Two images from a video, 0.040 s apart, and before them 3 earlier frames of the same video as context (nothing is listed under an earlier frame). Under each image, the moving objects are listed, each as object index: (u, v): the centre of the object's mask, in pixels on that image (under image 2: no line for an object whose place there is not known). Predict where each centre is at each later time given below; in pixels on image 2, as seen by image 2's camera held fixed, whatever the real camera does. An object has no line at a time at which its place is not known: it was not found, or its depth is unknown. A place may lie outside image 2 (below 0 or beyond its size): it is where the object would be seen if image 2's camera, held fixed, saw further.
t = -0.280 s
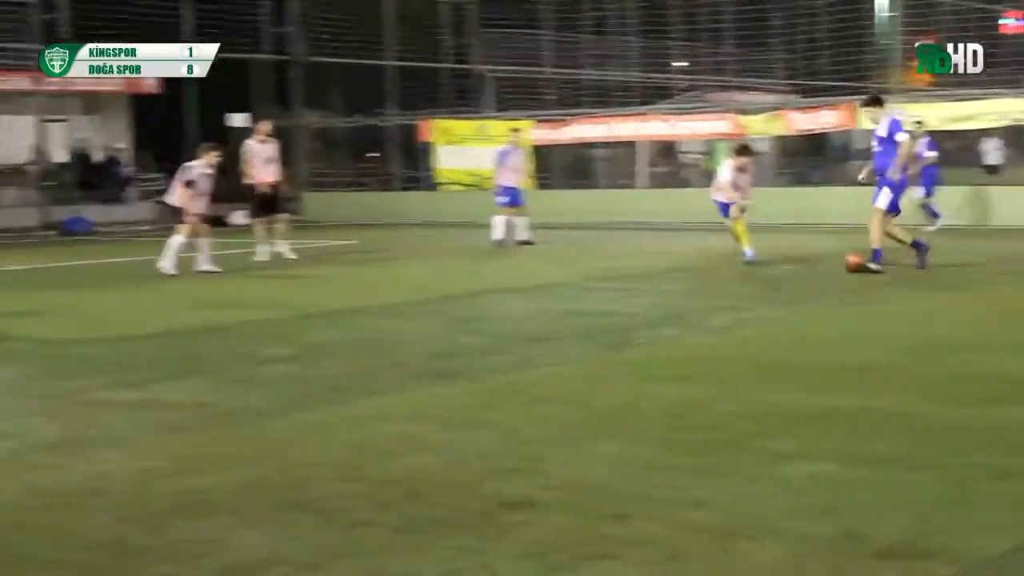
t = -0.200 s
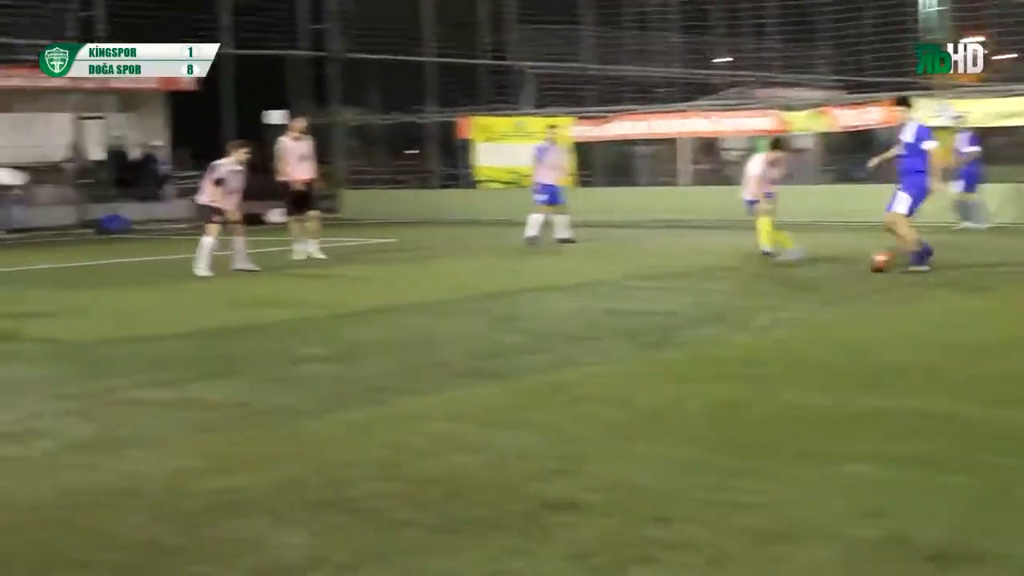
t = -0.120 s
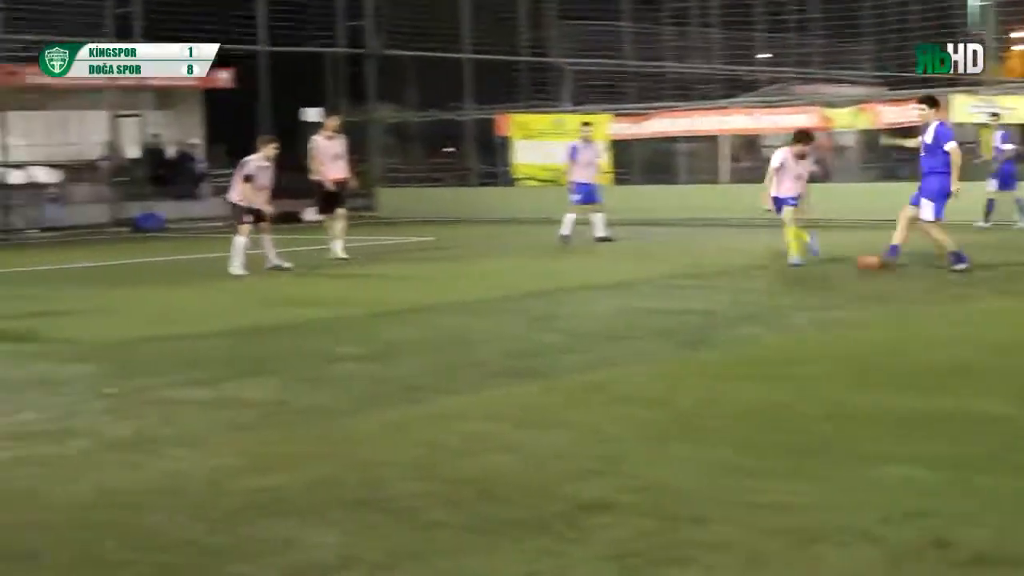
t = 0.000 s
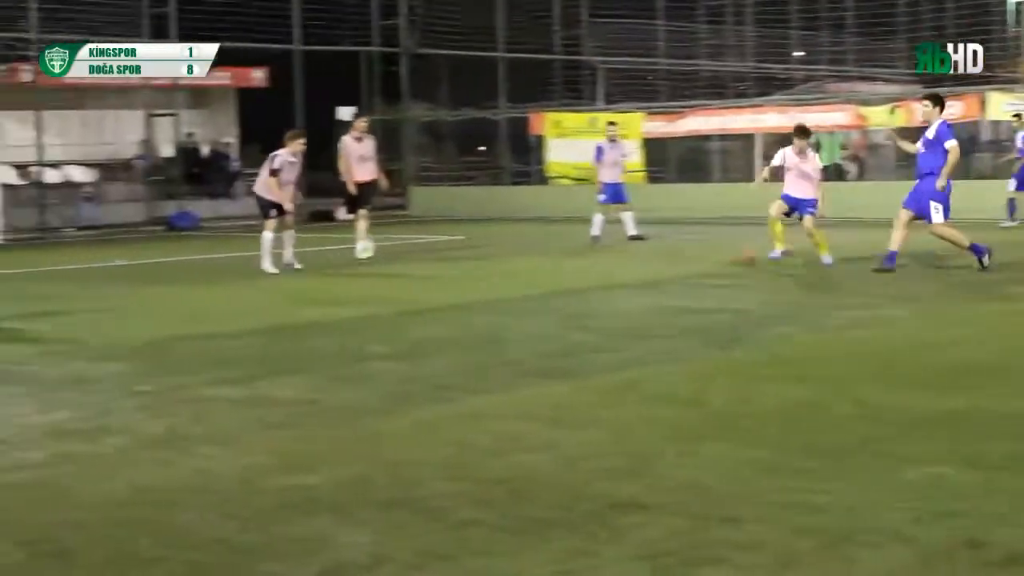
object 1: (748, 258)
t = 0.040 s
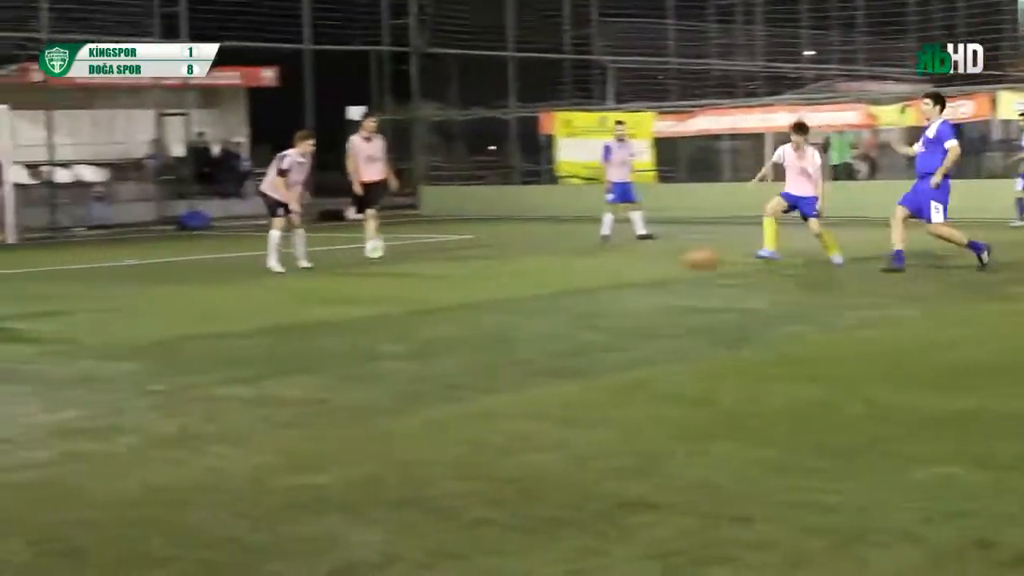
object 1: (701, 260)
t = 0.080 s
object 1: (647, 267)
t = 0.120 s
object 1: (596, 273)
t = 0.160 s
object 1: (545, 277)
